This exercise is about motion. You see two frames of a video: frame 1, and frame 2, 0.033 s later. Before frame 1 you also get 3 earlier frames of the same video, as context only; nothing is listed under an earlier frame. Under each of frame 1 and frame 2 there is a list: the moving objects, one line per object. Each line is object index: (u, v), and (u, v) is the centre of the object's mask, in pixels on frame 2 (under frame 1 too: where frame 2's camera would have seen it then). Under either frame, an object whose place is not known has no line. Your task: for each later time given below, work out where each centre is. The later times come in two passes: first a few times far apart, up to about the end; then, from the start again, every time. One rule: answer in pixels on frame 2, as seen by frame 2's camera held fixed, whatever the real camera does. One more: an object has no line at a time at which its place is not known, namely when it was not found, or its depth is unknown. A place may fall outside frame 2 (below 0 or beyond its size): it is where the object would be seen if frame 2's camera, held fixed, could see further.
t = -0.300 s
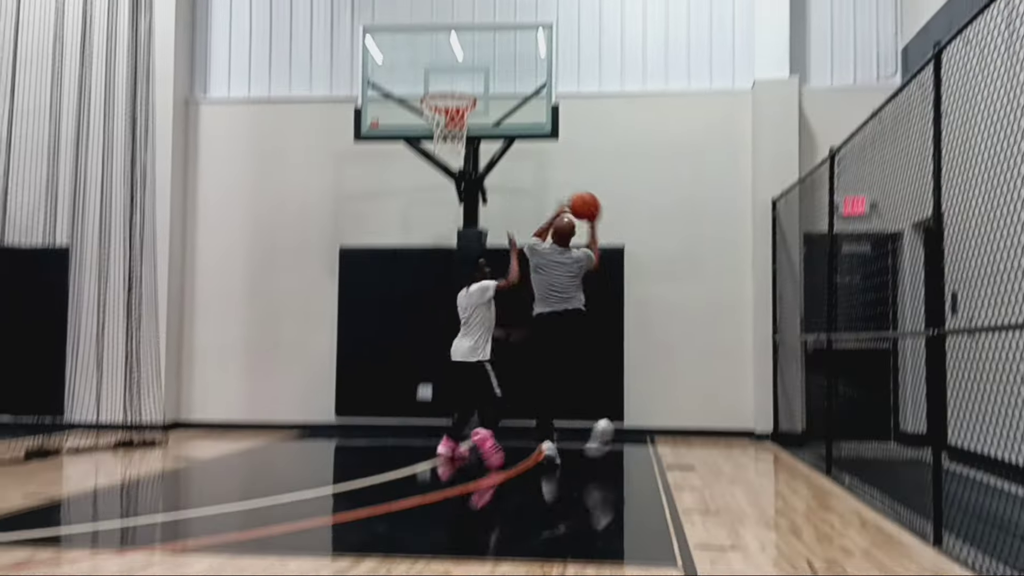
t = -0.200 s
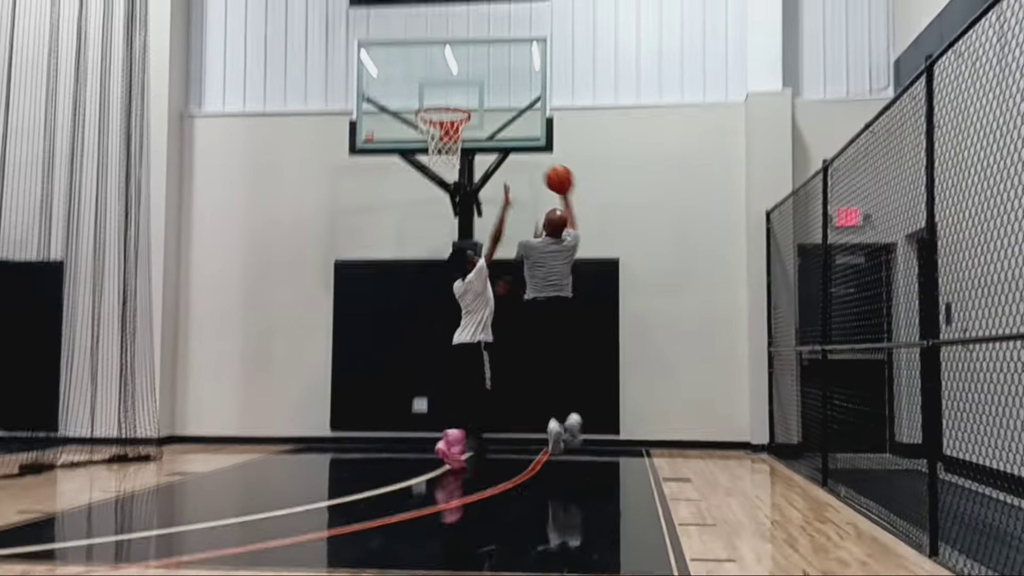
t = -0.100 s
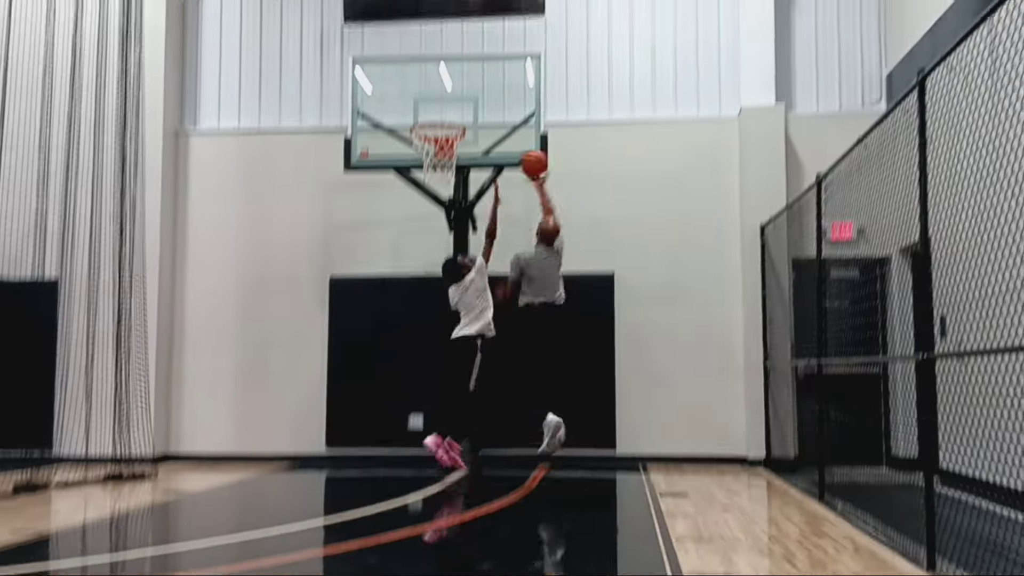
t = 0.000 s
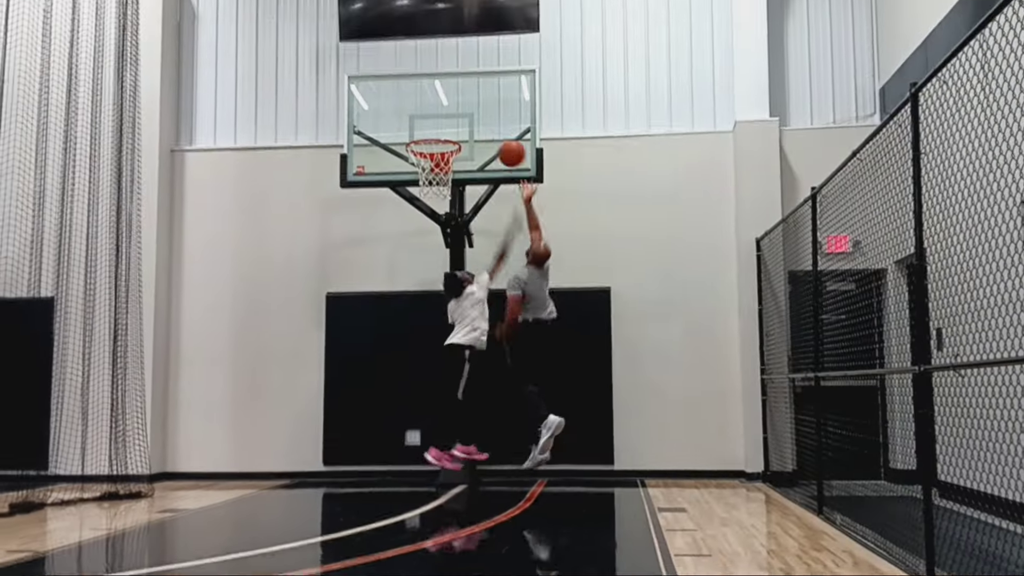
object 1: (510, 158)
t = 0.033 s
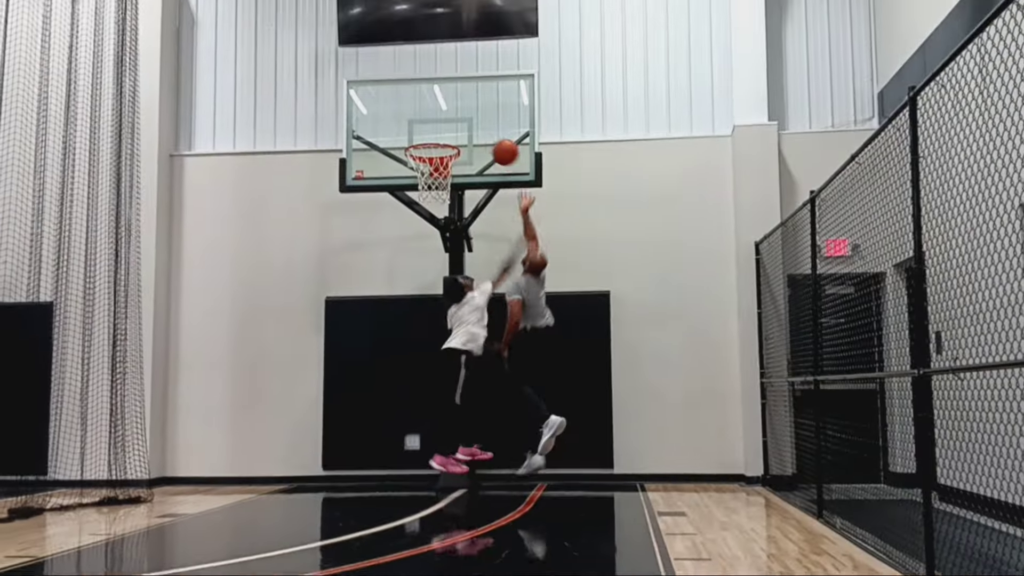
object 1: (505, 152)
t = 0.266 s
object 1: (472, 136)
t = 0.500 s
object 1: (455, 132)
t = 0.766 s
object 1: (433, 141)
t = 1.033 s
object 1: (416, 211)
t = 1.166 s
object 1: (413, 262)
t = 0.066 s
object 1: (500, 148)
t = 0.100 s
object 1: (494, 144)
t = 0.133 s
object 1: (489, 142)
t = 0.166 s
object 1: (484, 141)
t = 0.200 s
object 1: (479, 139)
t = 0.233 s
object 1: (476, 137)
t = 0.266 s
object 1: (472, 136)
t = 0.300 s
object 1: (467, 136)
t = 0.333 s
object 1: (463, 137)
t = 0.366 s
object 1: (460, 138)
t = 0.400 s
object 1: (459, 135)
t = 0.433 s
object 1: (458, 133)
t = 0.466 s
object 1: (456, 132)
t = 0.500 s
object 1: (455, 132)
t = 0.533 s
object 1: (454, 133)
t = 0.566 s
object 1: (453, 134)
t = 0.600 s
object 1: (451, 136)
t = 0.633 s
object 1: (448, 136)
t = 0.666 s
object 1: (444, 136)
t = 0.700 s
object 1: (440, 137)
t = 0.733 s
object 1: (436, 139)
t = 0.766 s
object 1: (433, 141)
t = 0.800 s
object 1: (431, 157)
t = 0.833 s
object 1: (428, 165)
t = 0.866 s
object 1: (421, 172)
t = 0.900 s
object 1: (420, 181)
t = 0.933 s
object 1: (418, 186)
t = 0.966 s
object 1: (417, 194)
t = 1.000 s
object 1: (417, 203)
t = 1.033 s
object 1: (416, 211)
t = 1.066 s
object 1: (415, 221)
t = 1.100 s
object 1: (414, 235)
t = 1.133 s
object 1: (414, 247)
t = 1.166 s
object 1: (413, 262)
